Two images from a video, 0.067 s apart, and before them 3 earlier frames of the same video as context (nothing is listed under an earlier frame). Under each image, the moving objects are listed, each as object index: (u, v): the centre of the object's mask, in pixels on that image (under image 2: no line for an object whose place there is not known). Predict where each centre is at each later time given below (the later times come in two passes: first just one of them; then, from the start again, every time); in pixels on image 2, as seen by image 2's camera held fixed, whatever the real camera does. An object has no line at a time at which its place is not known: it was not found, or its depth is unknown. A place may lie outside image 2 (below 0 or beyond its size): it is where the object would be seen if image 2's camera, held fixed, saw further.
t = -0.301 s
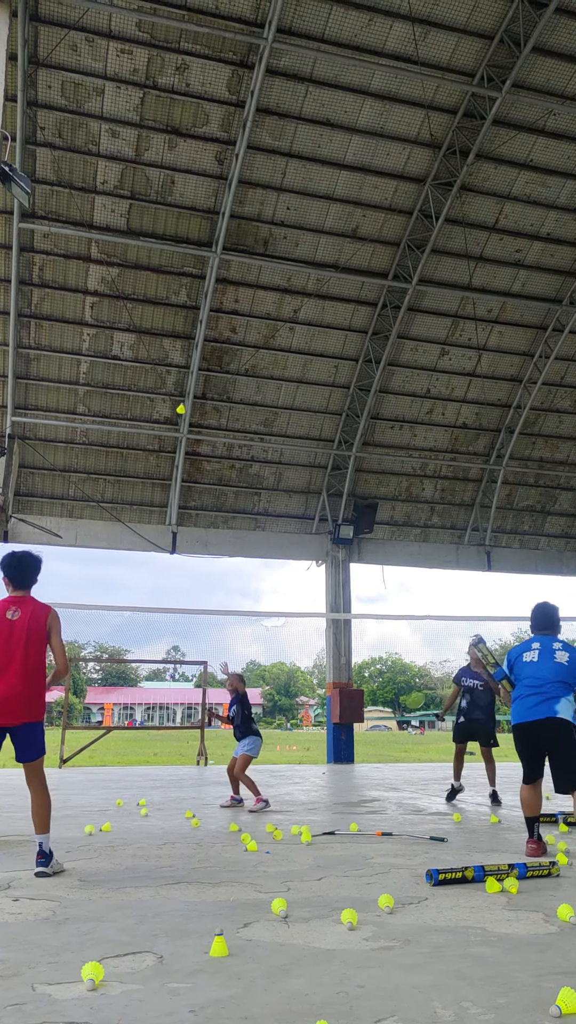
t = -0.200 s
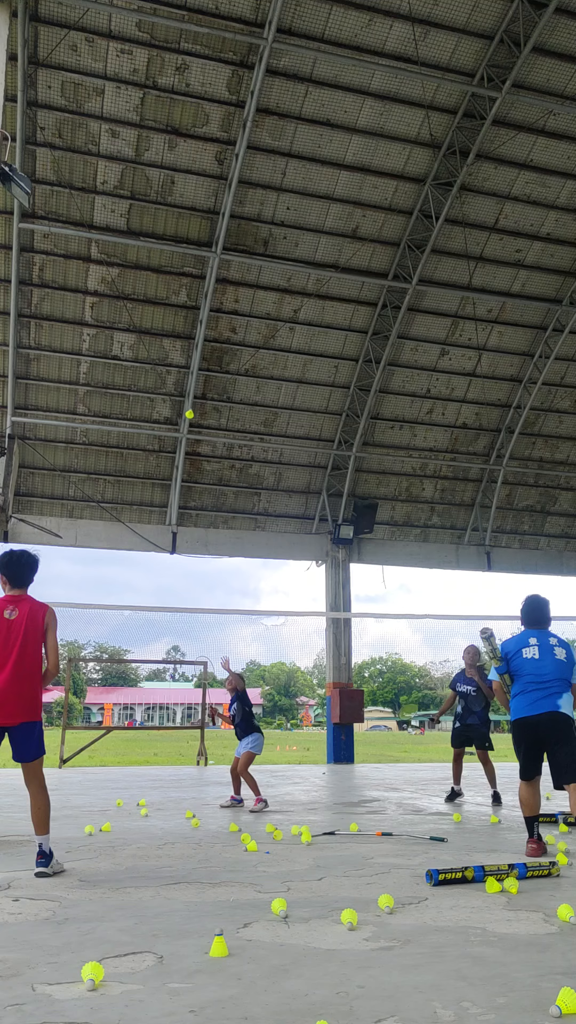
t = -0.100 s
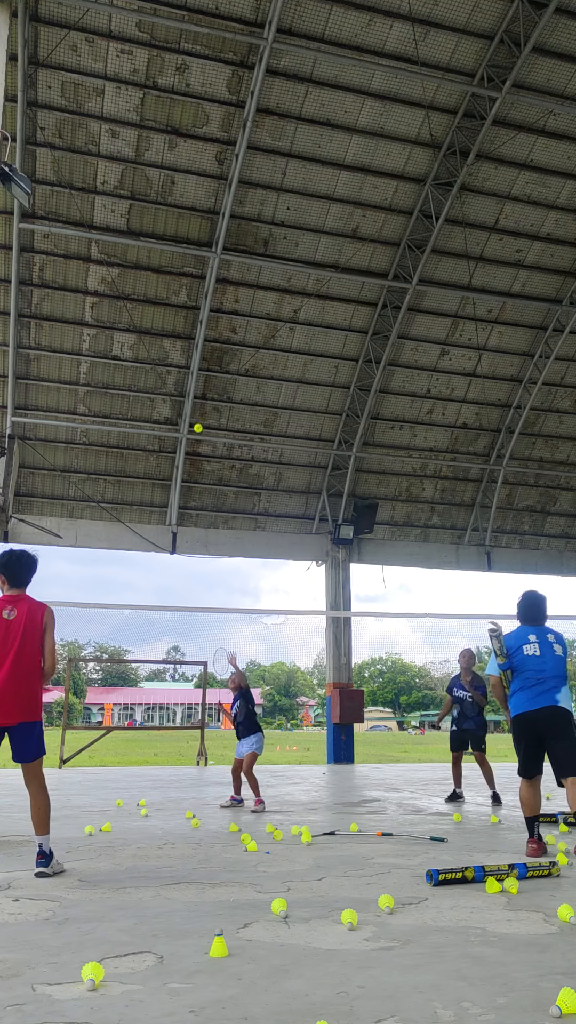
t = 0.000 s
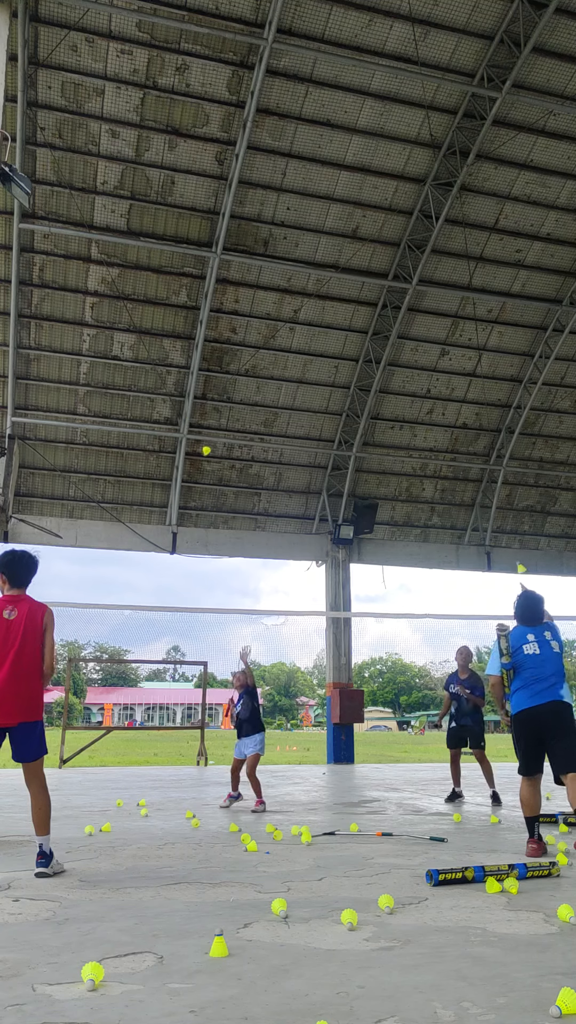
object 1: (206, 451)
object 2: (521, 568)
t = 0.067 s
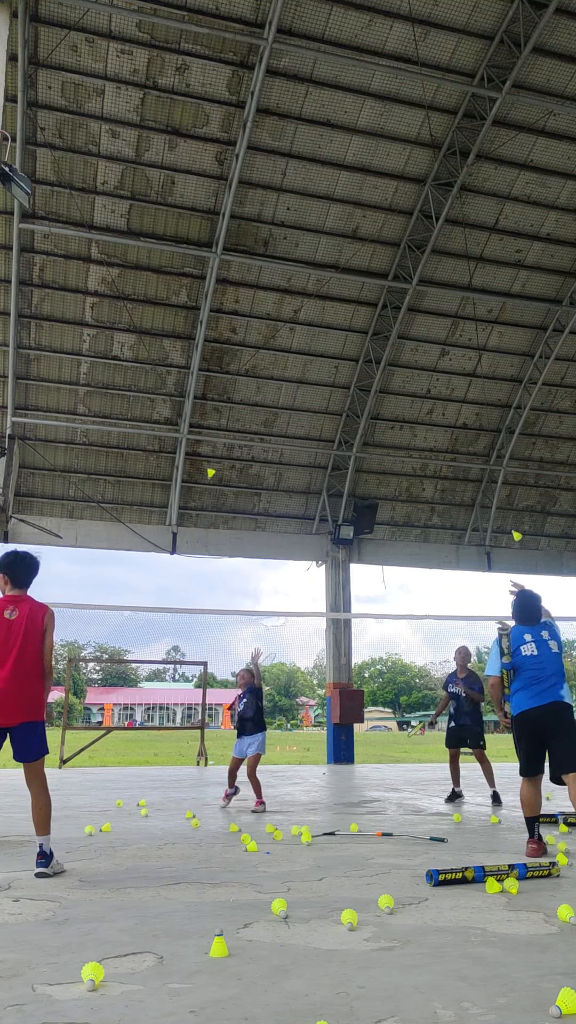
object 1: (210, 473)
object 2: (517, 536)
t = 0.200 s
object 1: (219, 529)
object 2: (506, 495)
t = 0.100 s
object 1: (212, 486)
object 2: (514, 522)
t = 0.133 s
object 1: (215, 499)
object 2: (511, 511)
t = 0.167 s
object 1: (217, 514)
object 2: (508, 501)
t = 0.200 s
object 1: (219, 529)
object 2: (506, 495)
